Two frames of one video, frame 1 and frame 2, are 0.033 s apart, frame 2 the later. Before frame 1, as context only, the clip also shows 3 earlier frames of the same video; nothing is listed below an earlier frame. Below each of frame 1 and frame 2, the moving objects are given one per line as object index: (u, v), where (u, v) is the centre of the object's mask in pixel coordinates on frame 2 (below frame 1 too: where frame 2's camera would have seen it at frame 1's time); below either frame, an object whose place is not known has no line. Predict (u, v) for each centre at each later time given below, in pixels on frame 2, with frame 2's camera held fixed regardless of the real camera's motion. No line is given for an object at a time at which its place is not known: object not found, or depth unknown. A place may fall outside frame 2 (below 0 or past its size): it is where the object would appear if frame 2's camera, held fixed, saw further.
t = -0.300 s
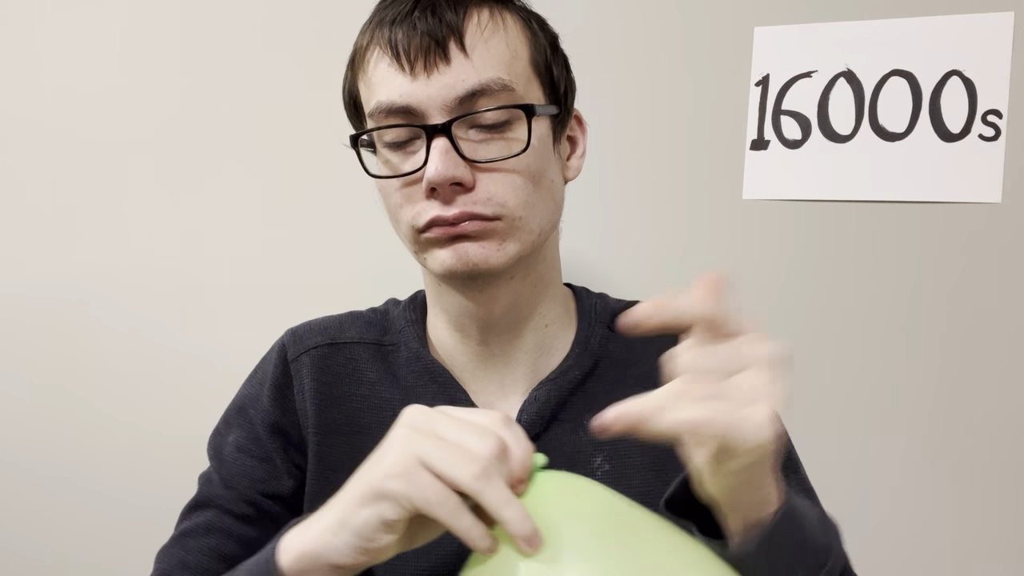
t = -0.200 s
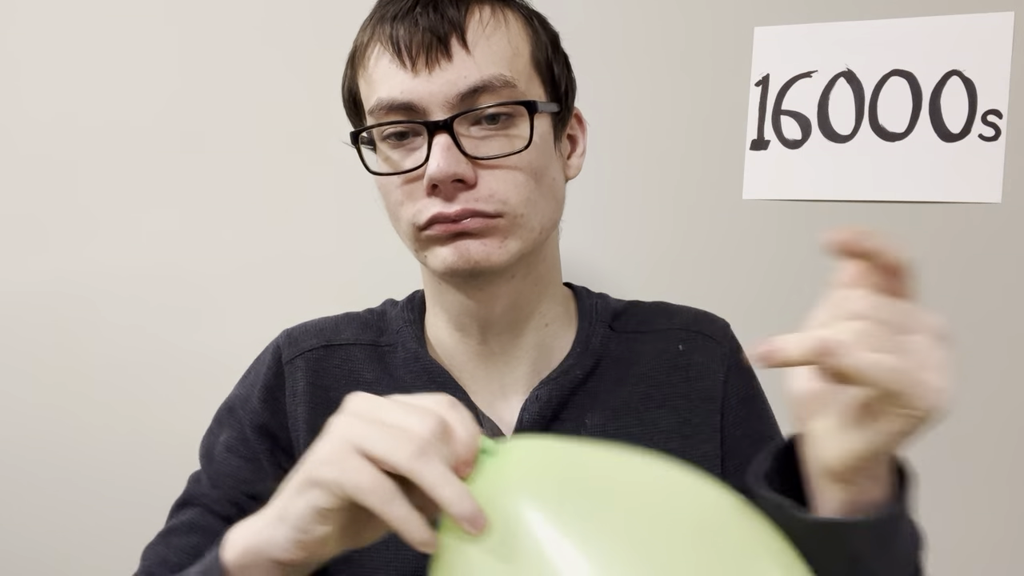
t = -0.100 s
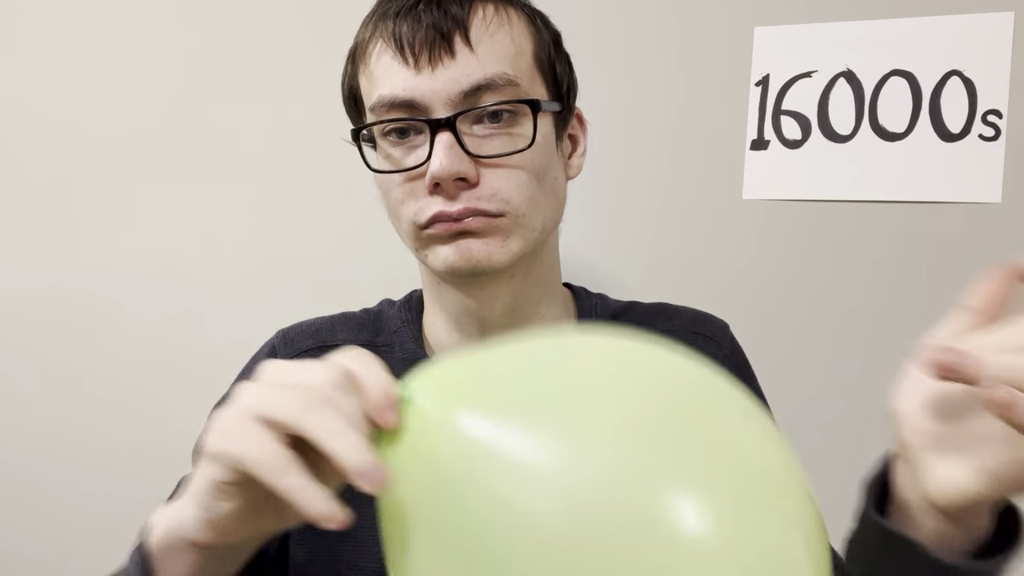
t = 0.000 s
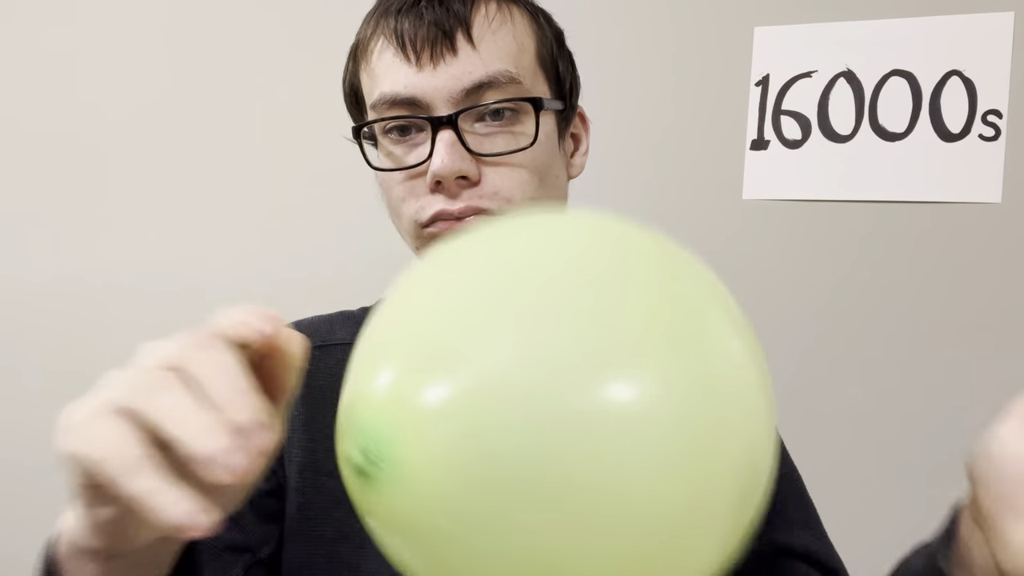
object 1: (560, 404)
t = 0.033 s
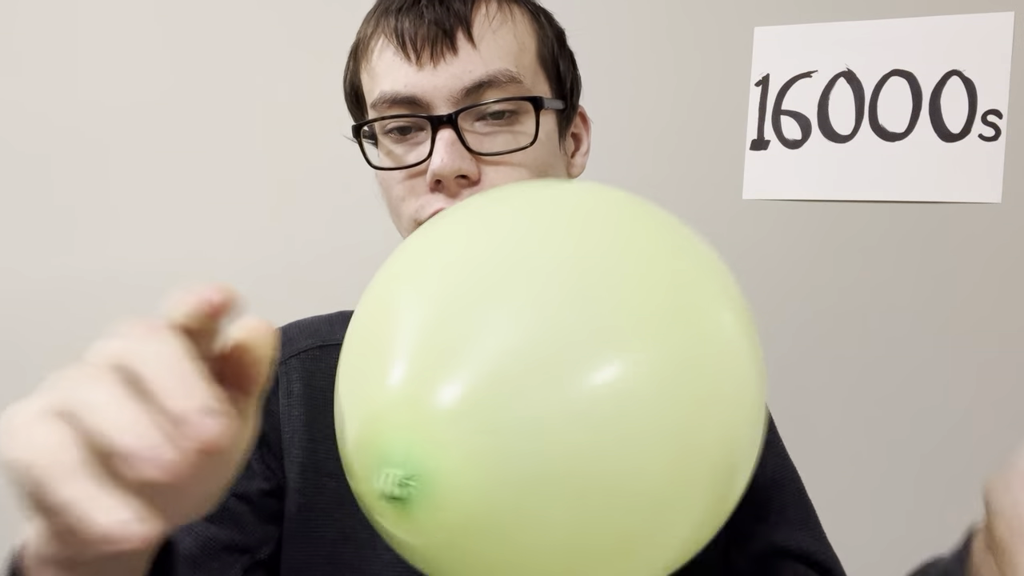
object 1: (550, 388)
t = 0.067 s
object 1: (559, 386)
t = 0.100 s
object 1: (571, 386)
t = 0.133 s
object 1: (586, 388)
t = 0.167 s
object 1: (605, 391)
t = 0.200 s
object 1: (628, 393)
